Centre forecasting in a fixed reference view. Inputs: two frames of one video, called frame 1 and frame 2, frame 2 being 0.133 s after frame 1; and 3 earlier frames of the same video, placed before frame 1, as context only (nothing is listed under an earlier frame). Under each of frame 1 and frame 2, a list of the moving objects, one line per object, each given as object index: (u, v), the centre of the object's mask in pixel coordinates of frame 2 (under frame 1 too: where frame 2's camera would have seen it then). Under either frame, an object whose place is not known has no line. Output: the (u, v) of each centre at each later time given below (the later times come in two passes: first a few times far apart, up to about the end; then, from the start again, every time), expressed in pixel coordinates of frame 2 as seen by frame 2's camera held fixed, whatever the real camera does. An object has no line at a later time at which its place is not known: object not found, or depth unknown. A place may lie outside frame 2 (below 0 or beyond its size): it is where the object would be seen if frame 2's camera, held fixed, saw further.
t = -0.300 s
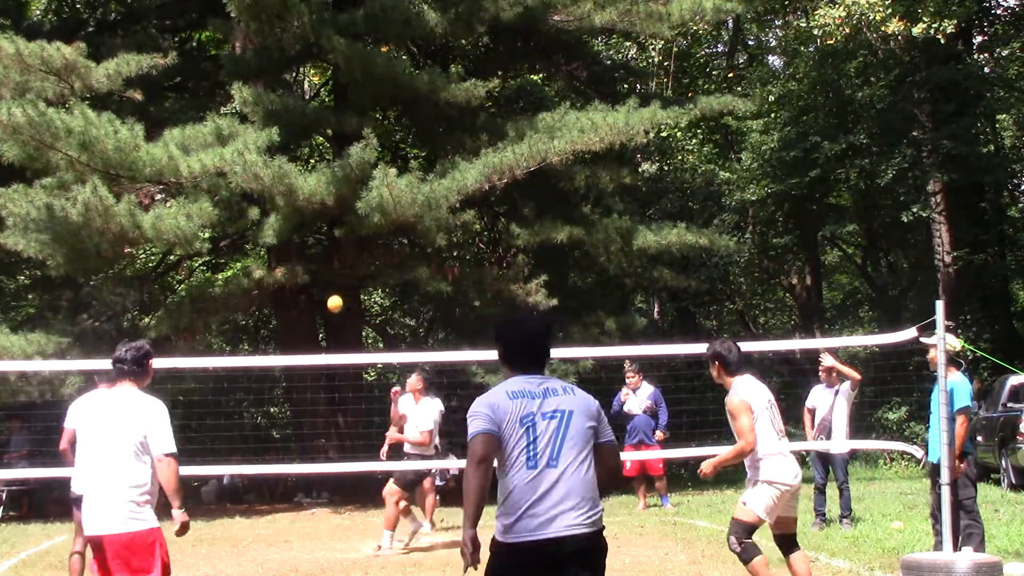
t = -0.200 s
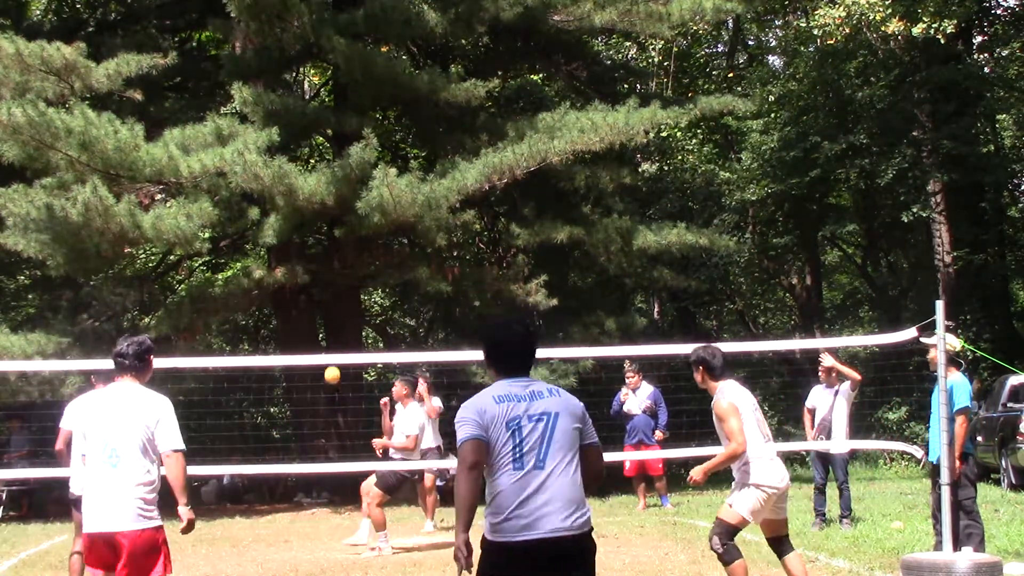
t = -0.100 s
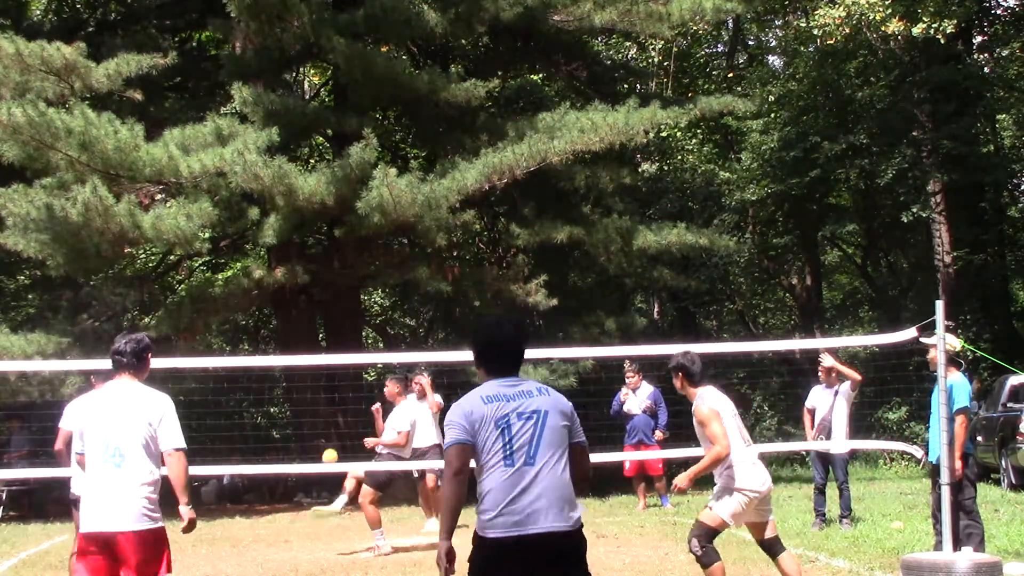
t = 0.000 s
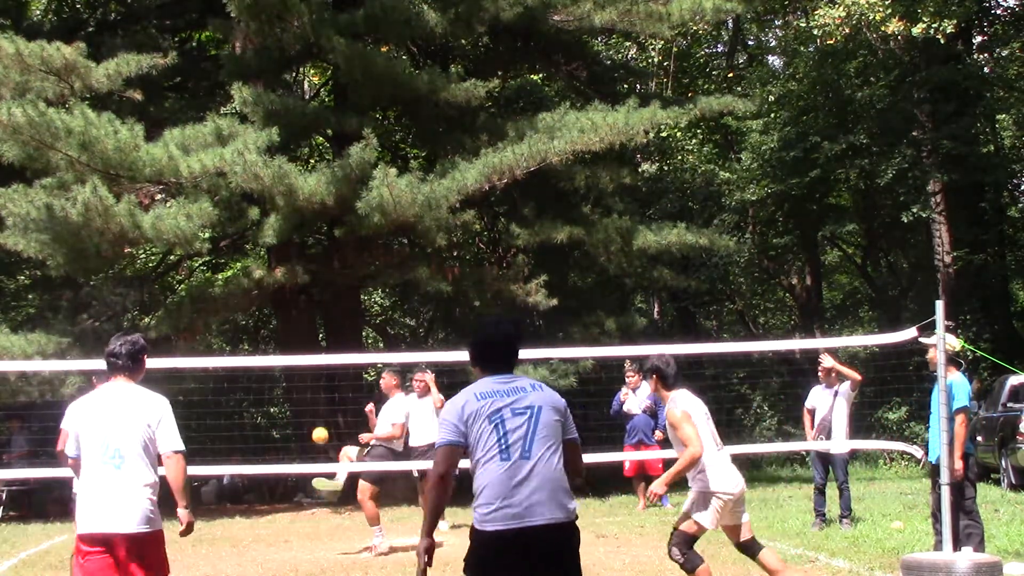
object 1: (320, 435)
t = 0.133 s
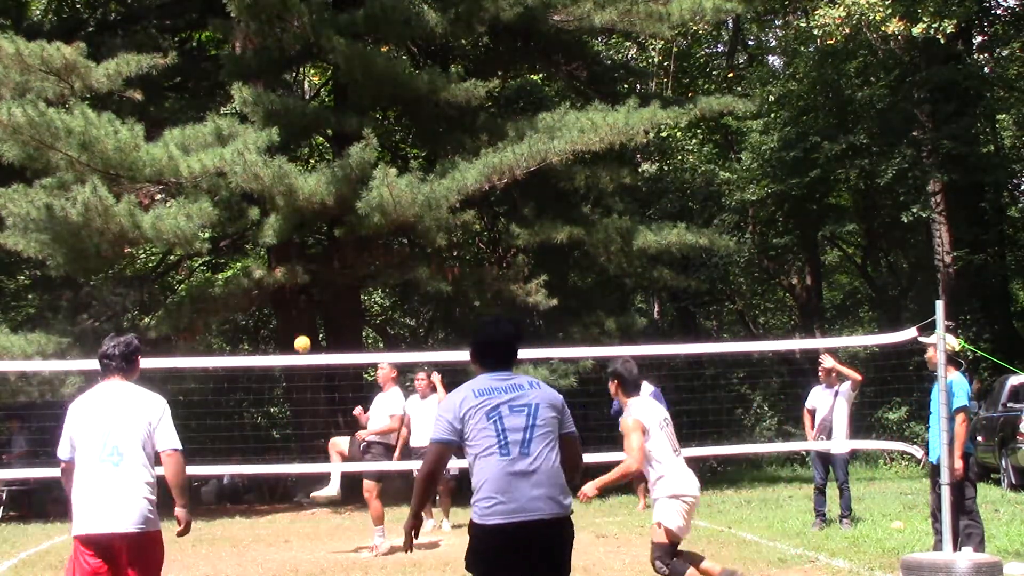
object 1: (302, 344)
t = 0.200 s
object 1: (293, 306)
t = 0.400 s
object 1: (265, 217)
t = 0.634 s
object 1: (232, 172)
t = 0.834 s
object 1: (203, 188)
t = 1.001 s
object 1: (177, 248)
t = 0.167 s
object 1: (298, 325)
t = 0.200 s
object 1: (293, 306)
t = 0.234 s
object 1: (289, 288)
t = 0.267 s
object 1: (284, 271)
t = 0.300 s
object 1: (279, 257)
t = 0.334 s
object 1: (274, 242)
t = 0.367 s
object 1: (270, 230)
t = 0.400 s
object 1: (265, 217)
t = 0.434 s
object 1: (261, 207)
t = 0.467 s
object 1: (256, 198)
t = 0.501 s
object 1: (251, 191)
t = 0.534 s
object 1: (246, 184)
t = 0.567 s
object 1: (241, 179)
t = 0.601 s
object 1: (236, 174)
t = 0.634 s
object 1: (232, 172)
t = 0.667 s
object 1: (227, 171)
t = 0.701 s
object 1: (222, 171)
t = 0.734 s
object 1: (218, 173)
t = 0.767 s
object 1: (213, 178)
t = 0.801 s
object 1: (207, 182)
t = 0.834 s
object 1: (203, 188)
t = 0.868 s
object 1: (197, 196)
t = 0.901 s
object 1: (192, 206)
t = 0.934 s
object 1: (187, 219)
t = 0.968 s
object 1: (182, 233)
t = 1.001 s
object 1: (177, 248)
